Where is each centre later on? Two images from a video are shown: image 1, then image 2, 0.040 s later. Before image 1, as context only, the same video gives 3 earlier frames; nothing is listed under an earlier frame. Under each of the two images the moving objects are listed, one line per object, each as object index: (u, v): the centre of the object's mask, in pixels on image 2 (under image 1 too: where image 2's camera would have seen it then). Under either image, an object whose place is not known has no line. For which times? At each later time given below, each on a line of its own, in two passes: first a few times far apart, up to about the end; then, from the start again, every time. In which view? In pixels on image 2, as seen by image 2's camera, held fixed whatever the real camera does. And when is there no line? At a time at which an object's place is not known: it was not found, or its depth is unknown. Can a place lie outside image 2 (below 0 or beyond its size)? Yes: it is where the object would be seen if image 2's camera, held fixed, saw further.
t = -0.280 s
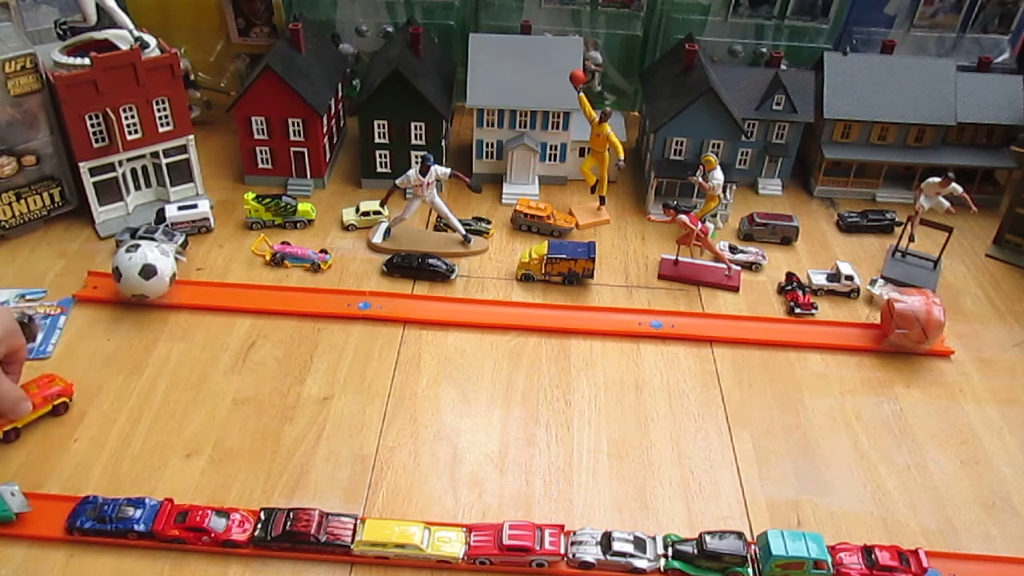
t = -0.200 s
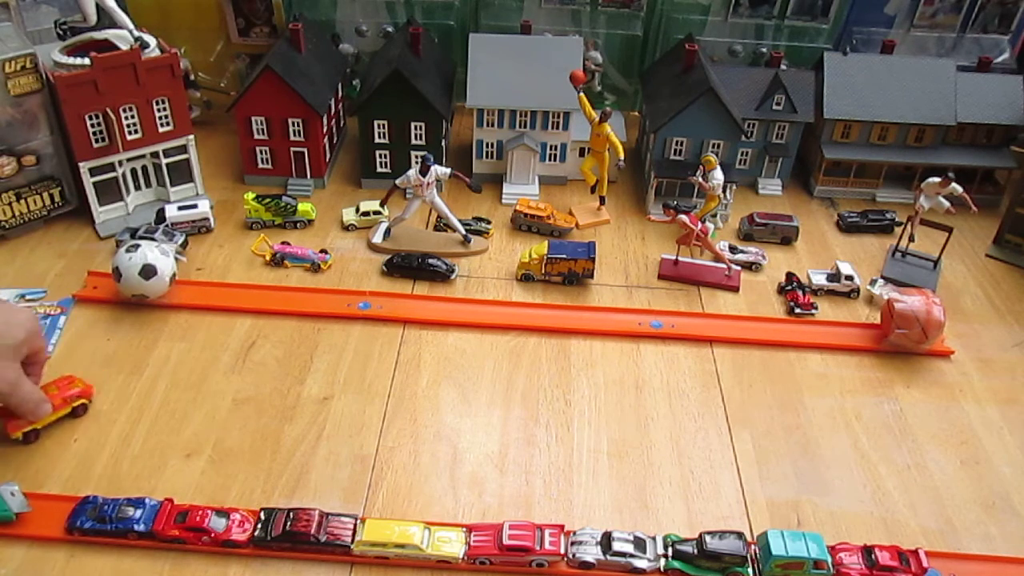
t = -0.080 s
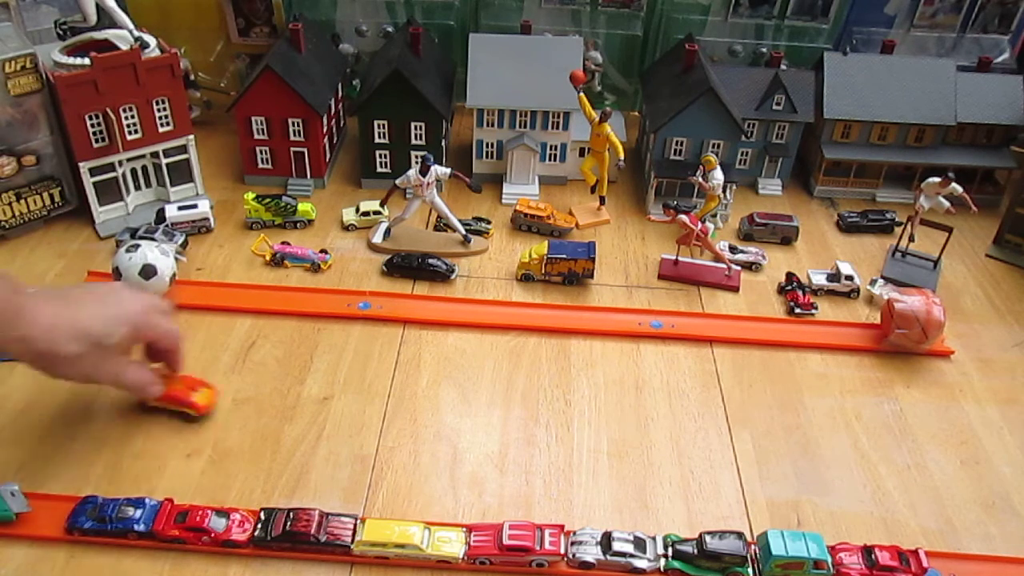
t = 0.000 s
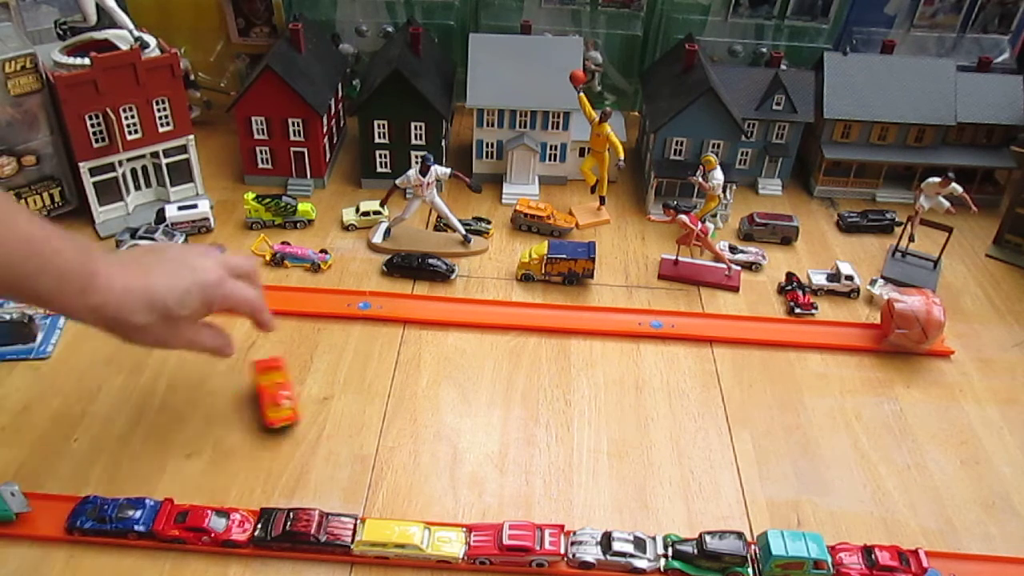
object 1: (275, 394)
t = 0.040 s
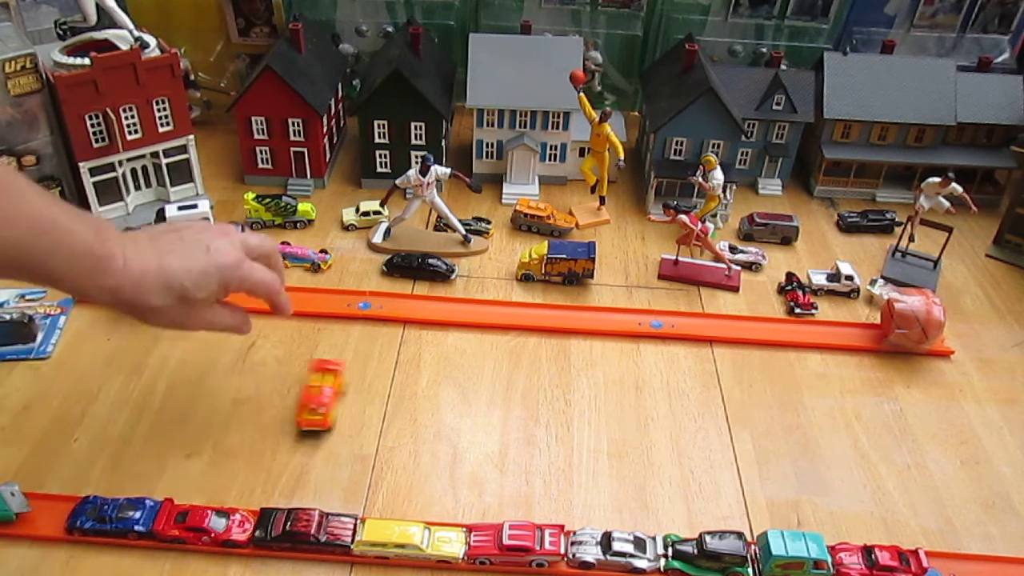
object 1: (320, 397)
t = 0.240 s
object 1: (507, 407)
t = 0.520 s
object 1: (667, 449)
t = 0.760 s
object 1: (707, 455)
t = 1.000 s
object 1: (707, 455)
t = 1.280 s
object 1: (696, 457)
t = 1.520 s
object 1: (691, 457)
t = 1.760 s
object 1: (691, 458)
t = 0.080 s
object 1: (363, 400)
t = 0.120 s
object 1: (402, 401)
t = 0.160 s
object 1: (438, 403)
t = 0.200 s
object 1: (473, 404)
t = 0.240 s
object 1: (507, 407)
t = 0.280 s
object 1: (540, 411)
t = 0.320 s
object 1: (569, 416)
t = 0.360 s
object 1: (596, 423)
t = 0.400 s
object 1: (618, 431)
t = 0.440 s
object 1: (637, 438)
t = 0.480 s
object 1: (653, 445)
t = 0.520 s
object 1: (667, 449)
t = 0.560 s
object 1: (677, 454)
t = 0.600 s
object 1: (686, 455)
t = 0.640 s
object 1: (693, 457)
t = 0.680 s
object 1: (699, 456)
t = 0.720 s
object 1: (704, 456)
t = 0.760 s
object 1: (707, 455)
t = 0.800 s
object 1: (711, 455)
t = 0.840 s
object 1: (712, 455)
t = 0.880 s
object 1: (712, 455)
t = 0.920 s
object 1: (710, 455)
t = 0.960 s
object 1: (708, 455)
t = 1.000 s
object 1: (707, 455)
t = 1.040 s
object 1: (705, 456)
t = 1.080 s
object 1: (703, 456)
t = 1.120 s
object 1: (701, 456)
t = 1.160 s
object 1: (700, 456)
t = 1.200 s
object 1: (699, 456)
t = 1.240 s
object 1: (697, 457)
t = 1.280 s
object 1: (696, 457)
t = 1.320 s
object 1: (694, 457)
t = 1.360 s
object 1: (693, 457)
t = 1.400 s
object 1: (692, 457)
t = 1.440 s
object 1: (692, 457)
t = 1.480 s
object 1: (691, 457)
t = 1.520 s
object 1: (691, 457)
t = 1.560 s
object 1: (691, 457)
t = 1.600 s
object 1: (691, 458)
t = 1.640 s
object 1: (691, 457)
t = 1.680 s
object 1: (691, 458)
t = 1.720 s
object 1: (691, 458)
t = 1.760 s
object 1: (691, 458)
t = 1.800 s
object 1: (691, 457)
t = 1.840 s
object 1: (691, 458)
